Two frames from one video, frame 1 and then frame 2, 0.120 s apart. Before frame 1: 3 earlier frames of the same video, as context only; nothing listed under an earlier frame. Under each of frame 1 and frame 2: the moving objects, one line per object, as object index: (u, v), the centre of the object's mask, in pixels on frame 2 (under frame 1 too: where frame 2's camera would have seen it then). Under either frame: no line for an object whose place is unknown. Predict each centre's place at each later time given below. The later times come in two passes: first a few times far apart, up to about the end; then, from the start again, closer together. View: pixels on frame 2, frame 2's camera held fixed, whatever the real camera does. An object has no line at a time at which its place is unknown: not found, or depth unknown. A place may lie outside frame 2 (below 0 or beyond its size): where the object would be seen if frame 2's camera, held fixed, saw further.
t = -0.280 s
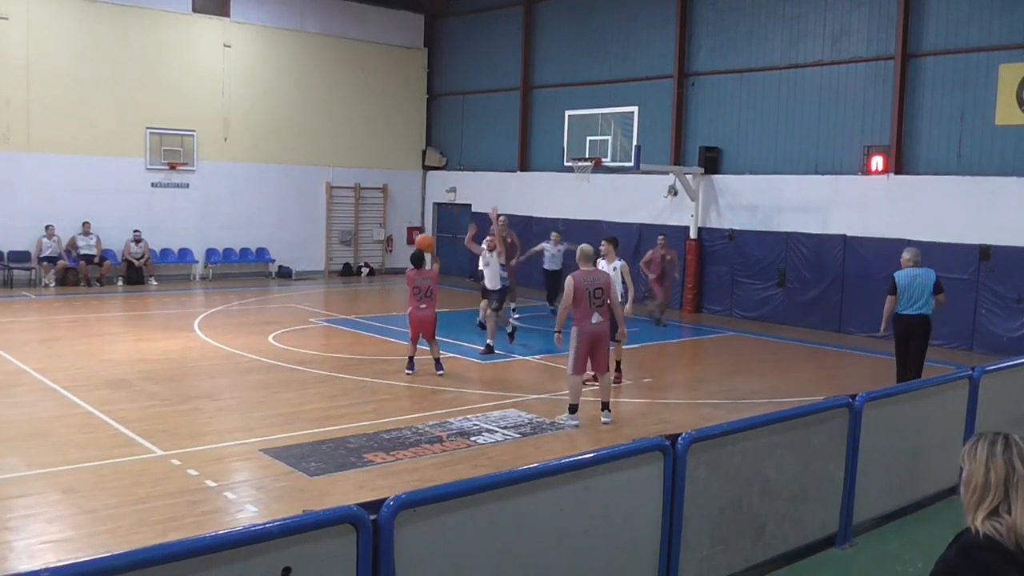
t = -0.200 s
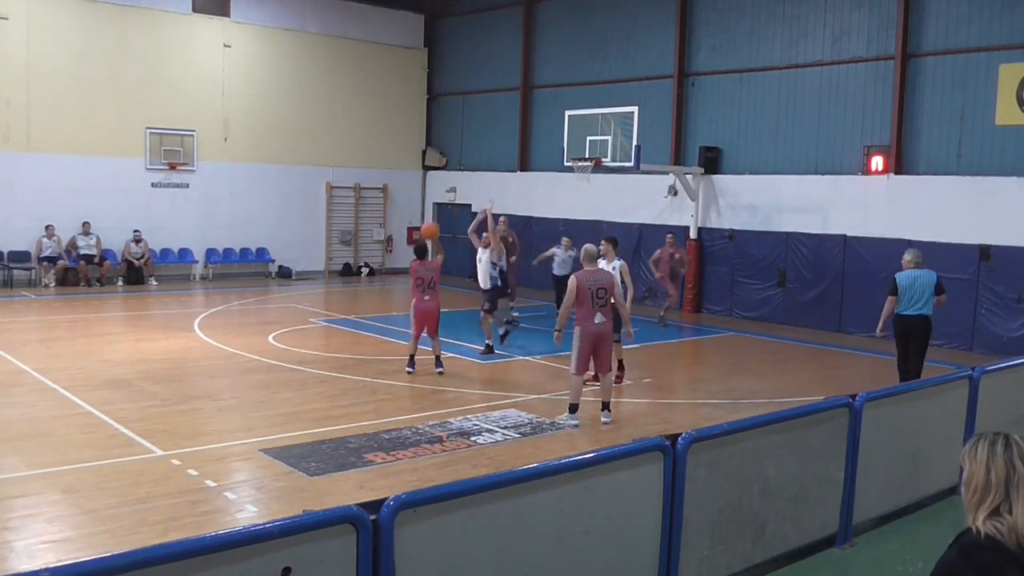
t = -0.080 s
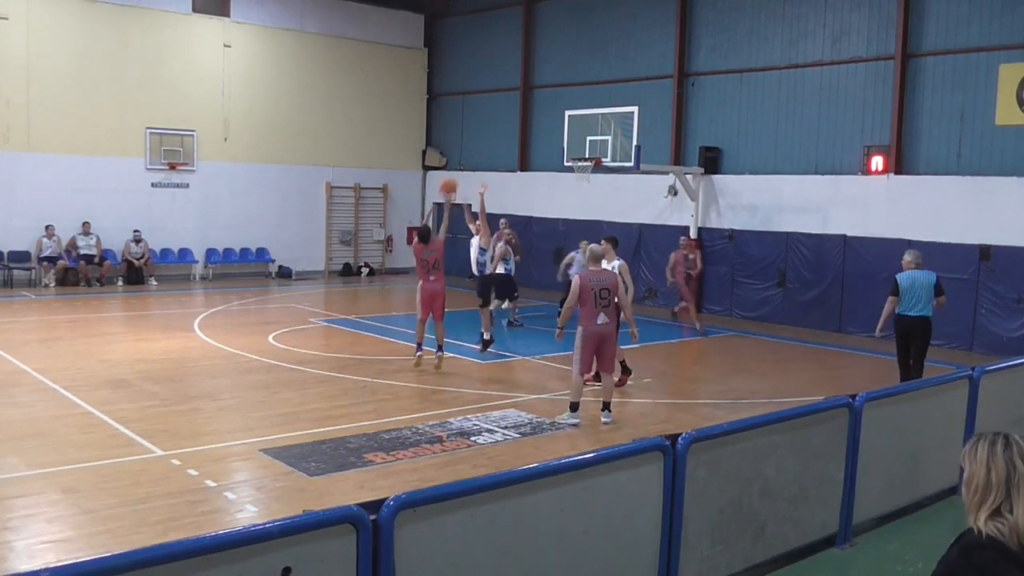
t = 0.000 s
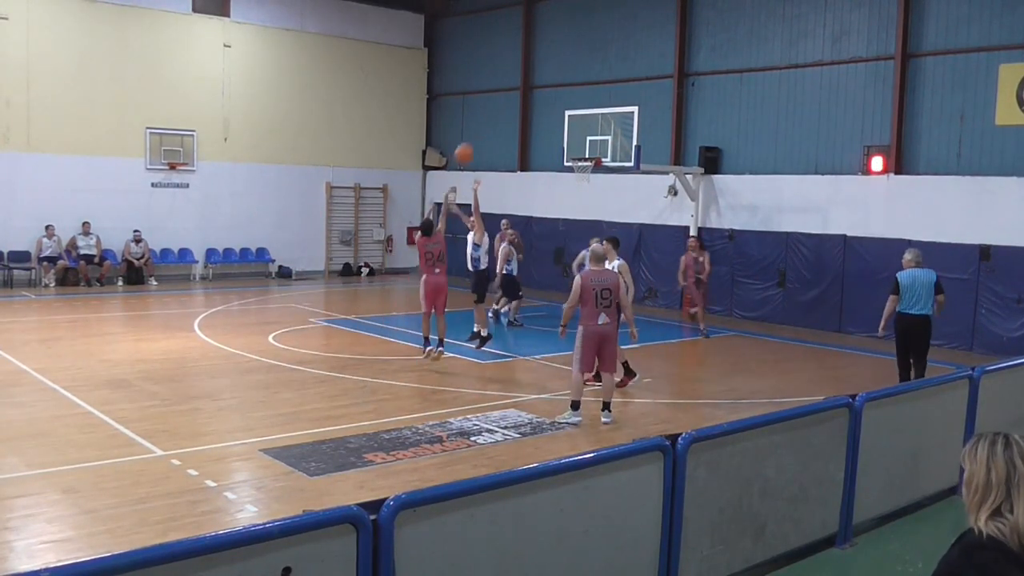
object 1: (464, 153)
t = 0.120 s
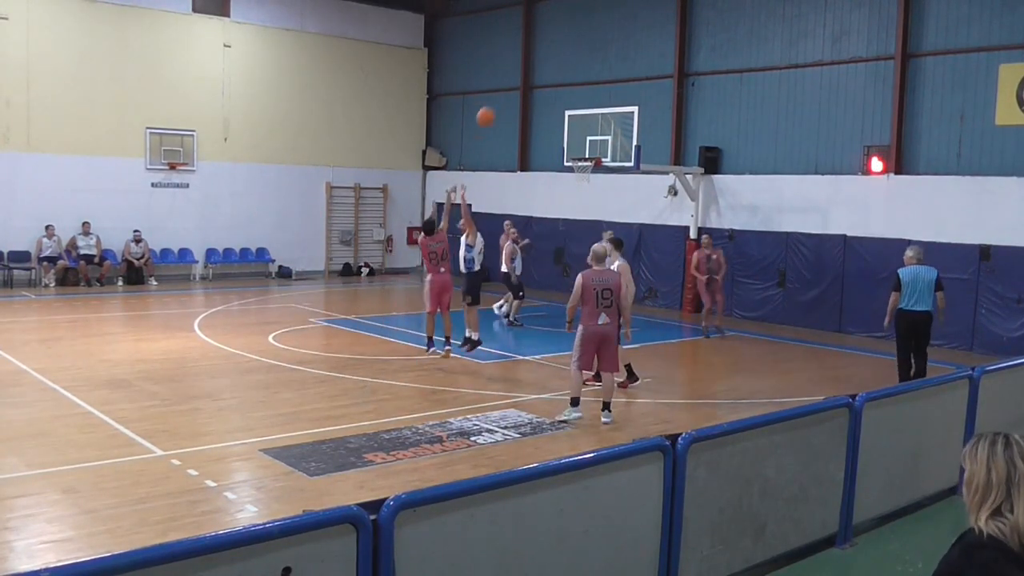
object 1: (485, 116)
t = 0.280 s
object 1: (511, 87)
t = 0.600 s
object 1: (553, 83)
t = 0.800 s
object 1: (574, 109)
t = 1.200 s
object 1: (562, 135)
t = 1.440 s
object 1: (527, 141)
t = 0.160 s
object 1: (492, 107)
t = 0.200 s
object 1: (498, 100)
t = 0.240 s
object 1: (504, 93)
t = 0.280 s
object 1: (511, 87)
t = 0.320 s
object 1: (517, 83)
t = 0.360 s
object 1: (523, 80)
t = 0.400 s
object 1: (528, 78)
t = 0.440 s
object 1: (533, 77)
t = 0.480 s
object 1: (538, 77)
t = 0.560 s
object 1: (549, 80)
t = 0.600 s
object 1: (553, 83)
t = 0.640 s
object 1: (558, 87)
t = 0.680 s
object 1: (562, 92)
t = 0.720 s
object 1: (566, 96)
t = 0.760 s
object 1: (570, 103)
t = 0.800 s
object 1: (574, 109)
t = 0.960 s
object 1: (590, 145)
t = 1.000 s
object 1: (591, 151)
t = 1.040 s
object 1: (586, 147)
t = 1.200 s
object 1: (562, 135)
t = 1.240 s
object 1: (556, 134)
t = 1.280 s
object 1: (550, 134)
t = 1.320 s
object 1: (543, 134)
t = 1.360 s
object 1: (538, 137)
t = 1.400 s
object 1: (533, 139)
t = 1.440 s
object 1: (527, 141)
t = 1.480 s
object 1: (521, 146)
